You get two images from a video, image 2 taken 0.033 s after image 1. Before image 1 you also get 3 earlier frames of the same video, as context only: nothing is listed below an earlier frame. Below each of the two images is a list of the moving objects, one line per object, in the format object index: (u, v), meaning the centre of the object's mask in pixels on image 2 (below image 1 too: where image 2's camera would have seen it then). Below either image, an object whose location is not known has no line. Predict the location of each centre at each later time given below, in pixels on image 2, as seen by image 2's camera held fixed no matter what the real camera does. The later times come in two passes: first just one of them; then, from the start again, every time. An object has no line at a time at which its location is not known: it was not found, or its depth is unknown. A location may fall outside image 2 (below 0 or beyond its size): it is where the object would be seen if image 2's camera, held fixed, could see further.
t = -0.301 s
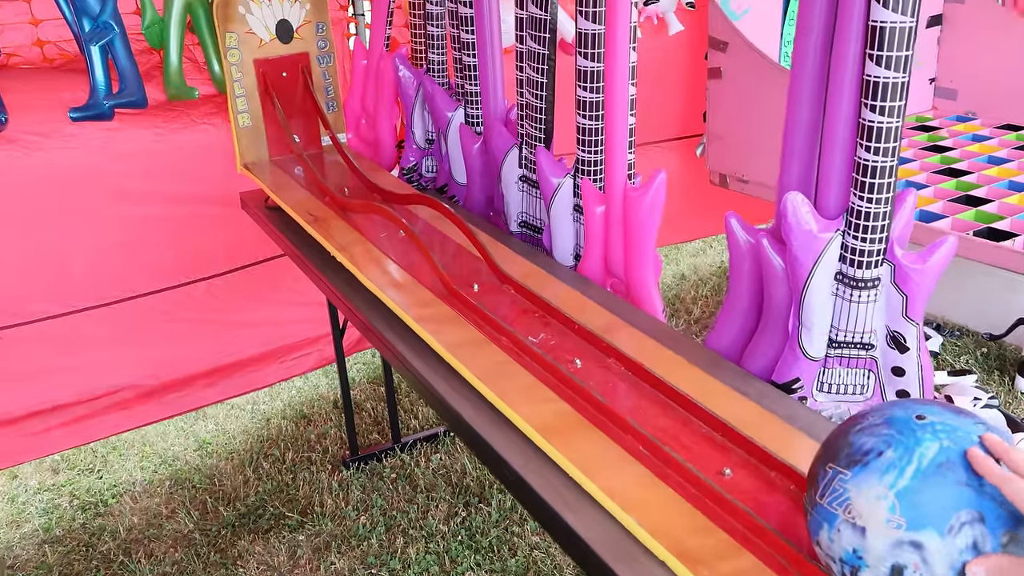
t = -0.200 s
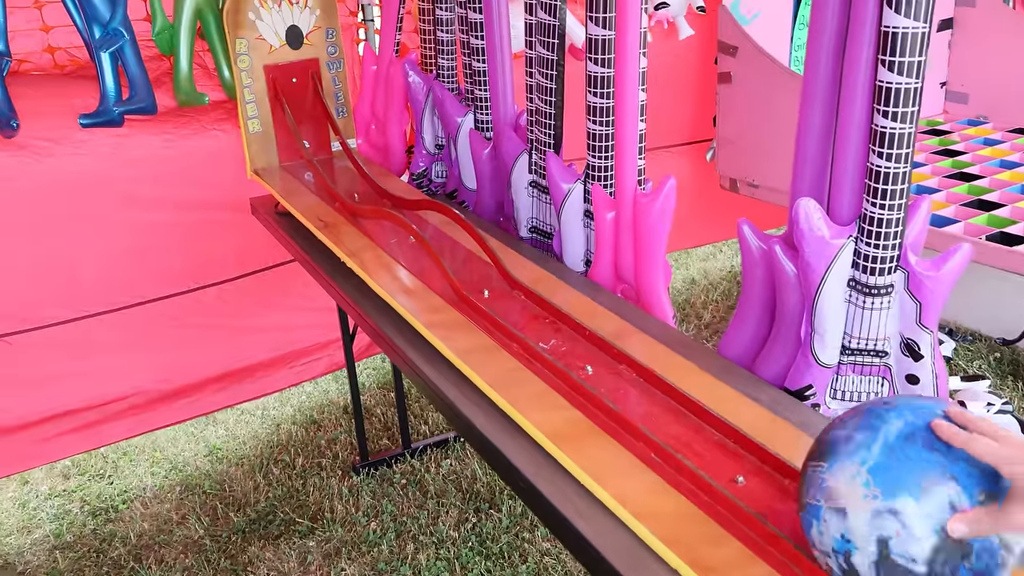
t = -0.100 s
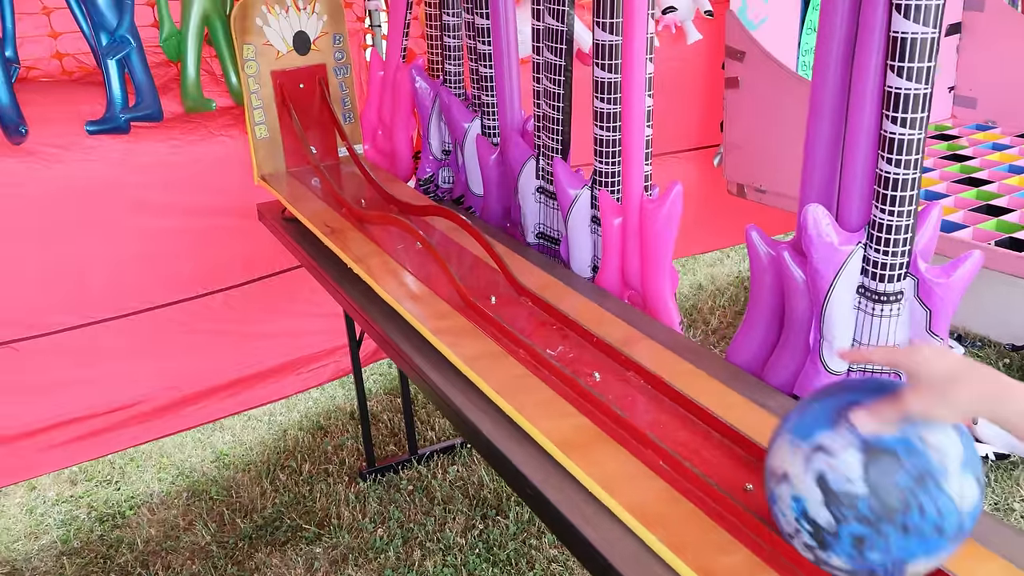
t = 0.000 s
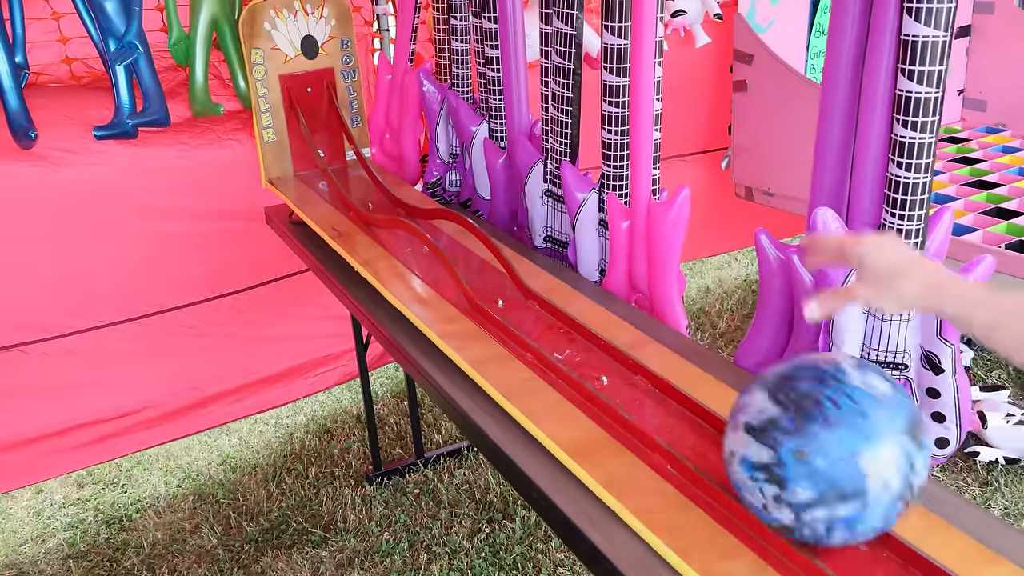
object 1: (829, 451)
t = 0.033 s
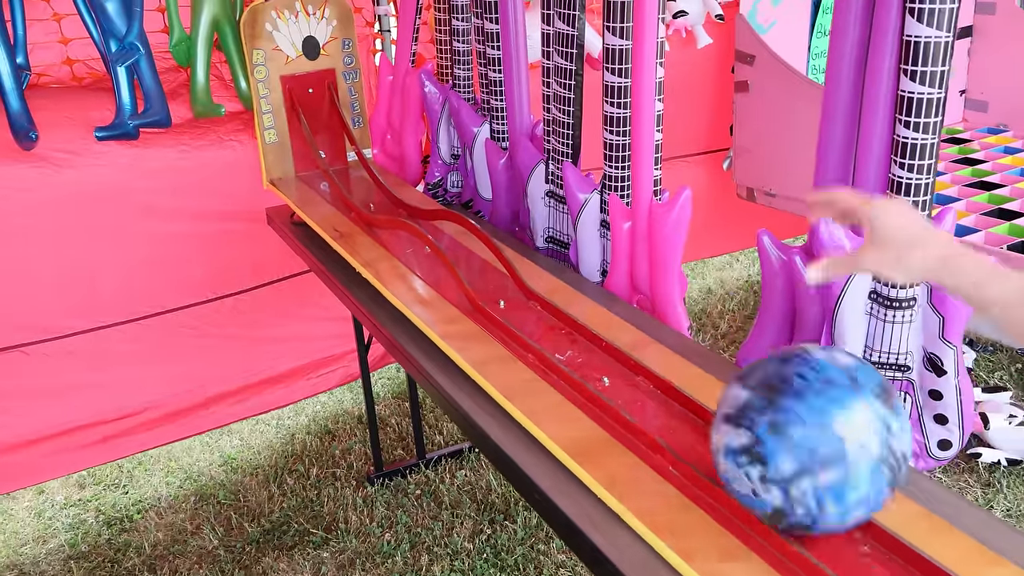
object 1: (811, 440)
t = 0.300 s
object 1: (688, 363)
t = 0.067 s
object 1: (793, 429)
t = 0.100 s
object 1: (776, 418)
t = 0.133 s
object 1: (760, 408)
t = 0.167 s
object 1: (744, 398)
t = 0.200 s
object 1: (729, 390)
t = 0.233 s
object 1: (715, 381)
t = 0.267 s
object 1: (701, 372)
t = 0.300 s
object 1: (688, 363)
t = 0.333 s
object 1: (674, 354)
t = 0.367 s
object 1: (661, 346)
